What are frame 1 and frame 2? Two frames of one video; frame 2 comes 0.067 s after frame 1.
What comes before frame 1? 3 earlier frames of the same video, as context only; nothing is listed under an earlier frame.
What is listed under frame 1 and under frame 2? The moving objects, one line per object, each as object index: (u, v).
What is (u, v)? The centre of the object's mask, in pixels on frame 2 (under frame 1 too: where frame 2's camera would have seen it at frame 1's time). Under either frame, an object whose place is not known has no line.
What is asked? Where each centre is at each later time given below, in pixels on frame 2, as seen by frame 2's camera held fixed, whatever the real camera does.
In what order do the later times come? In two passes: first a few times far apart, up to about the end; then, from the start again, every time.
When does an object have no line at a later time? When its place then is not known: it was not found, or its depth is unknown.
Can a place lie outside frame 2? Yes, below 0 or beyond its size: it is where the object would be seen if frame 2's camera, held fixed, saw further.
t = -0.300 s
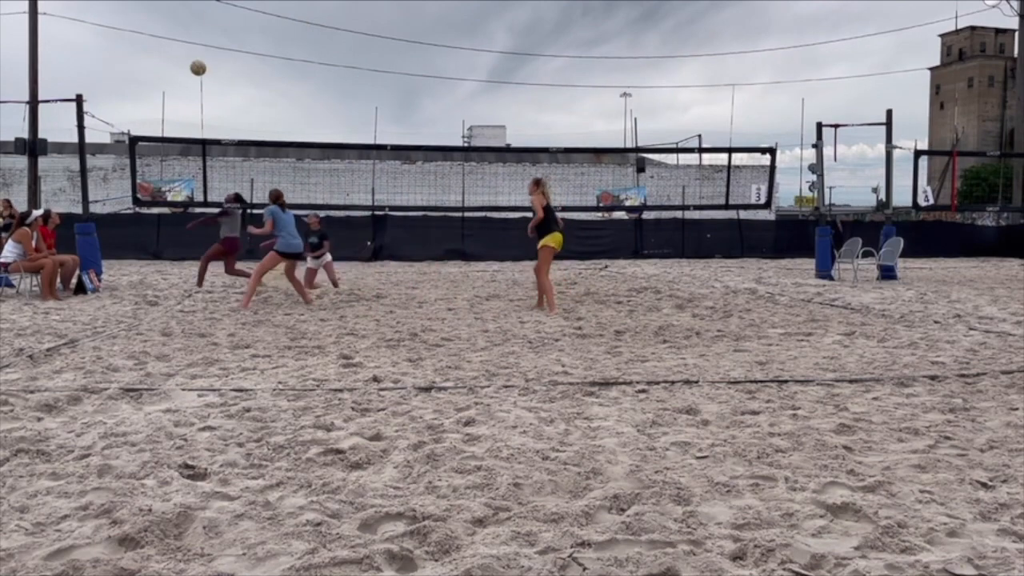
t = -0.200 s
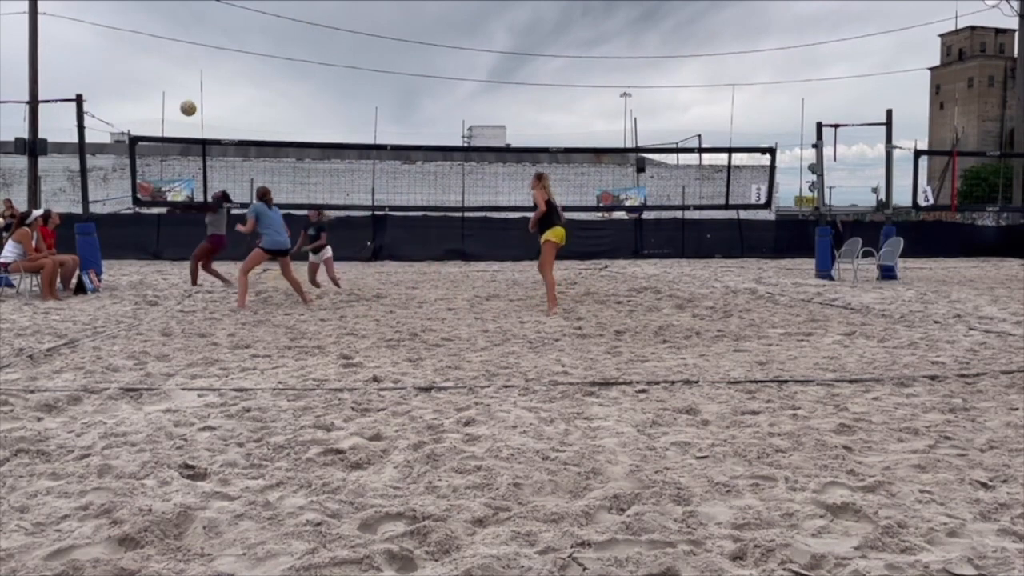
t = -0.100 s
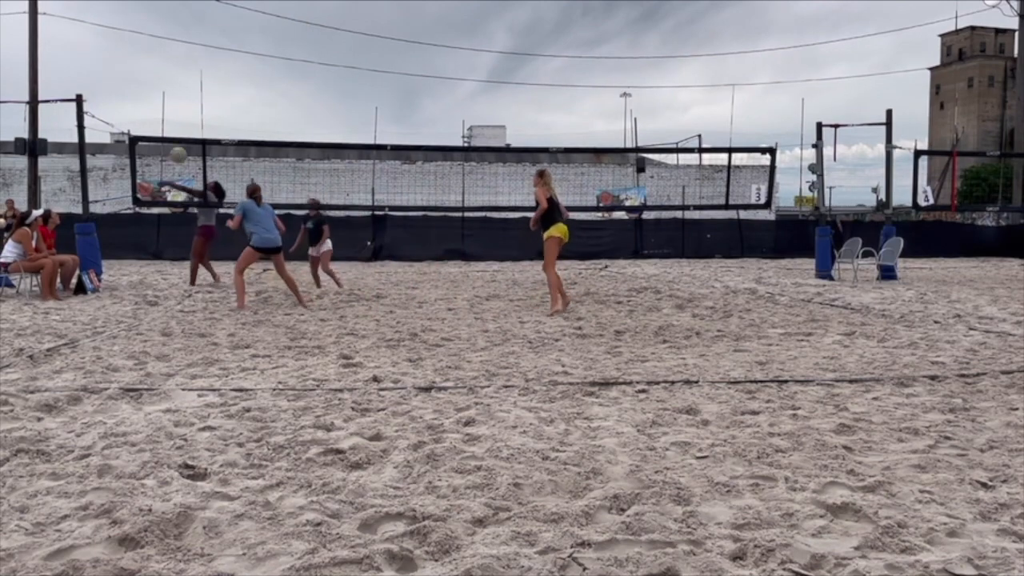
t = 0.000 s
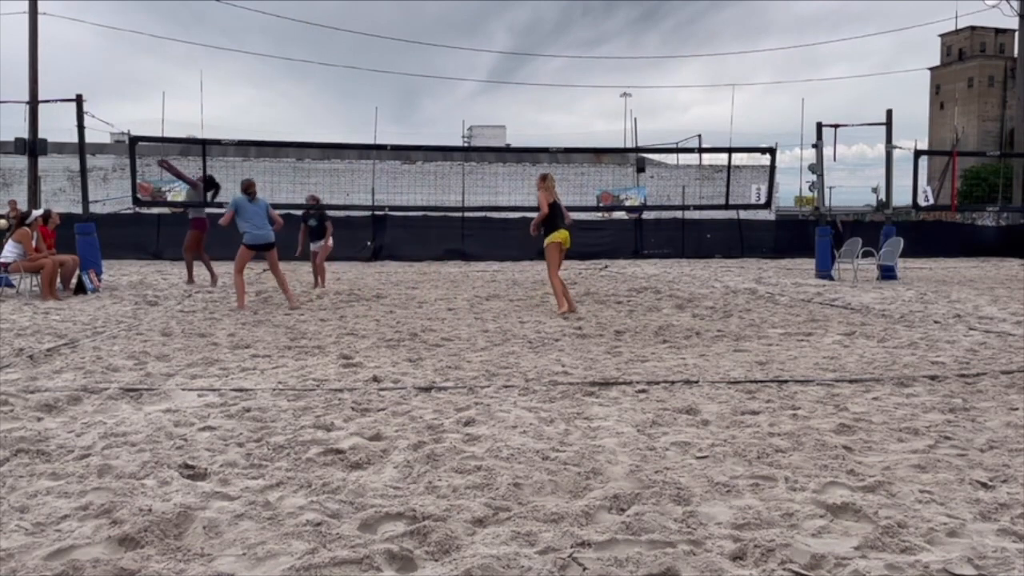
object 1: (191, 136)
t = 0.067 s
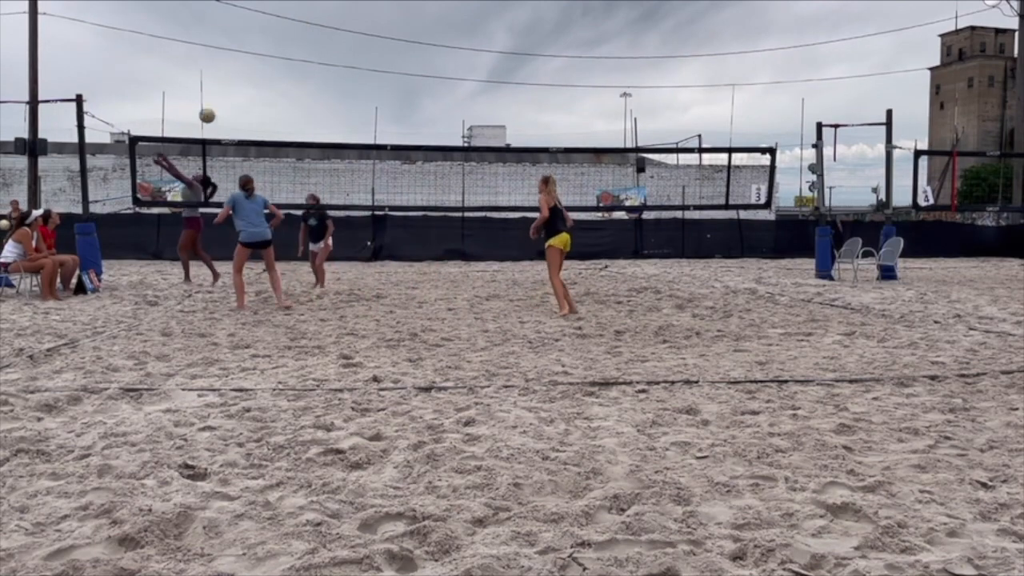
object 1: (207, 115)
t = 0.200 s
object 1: (237, 73)
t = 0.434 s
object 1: (287, 33)
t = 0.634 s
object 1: (326, 27)
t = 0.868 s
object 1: (367, 52)
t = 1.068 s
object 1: (399, 97)
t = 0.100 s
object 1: (214, 104)
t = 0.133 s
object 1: (222, 93)
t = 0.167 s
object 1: (230, 83)
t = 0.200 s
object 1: (237, 73)
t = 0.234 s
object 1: (244, 65)
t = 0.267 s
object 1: (252, 58)
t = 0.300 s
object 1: (259, 51)
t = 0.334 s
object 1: (266, 45)
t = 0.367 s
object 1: (273, 40)
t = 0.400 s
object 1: (280, 36)
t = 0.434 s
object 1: (287, 33)
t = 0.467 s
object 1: (293, 30)
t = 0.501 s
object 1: (300, 28)
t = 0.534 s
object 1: (306, 27)
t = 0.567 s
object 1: (313, 26)
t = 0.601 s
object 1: (319, 26)
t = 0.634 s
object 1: (326, 27)
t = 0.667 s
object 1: (332, 28)
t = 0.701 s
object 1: (338, 31)
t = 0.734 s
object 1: (344, 34)
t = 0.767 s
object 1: (350, 37)
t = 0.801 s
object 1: (356, 42)
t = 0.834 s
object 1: (362, 46)
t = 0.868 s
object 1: (367, 52)
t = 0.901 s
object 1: (373, 58)
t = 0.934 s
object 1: (378, 64)
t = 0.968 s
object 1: (383, 71)
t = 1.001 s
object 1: (389, 79)
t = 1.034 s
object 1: (394, 88)
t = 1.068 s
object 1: (399, 97)
